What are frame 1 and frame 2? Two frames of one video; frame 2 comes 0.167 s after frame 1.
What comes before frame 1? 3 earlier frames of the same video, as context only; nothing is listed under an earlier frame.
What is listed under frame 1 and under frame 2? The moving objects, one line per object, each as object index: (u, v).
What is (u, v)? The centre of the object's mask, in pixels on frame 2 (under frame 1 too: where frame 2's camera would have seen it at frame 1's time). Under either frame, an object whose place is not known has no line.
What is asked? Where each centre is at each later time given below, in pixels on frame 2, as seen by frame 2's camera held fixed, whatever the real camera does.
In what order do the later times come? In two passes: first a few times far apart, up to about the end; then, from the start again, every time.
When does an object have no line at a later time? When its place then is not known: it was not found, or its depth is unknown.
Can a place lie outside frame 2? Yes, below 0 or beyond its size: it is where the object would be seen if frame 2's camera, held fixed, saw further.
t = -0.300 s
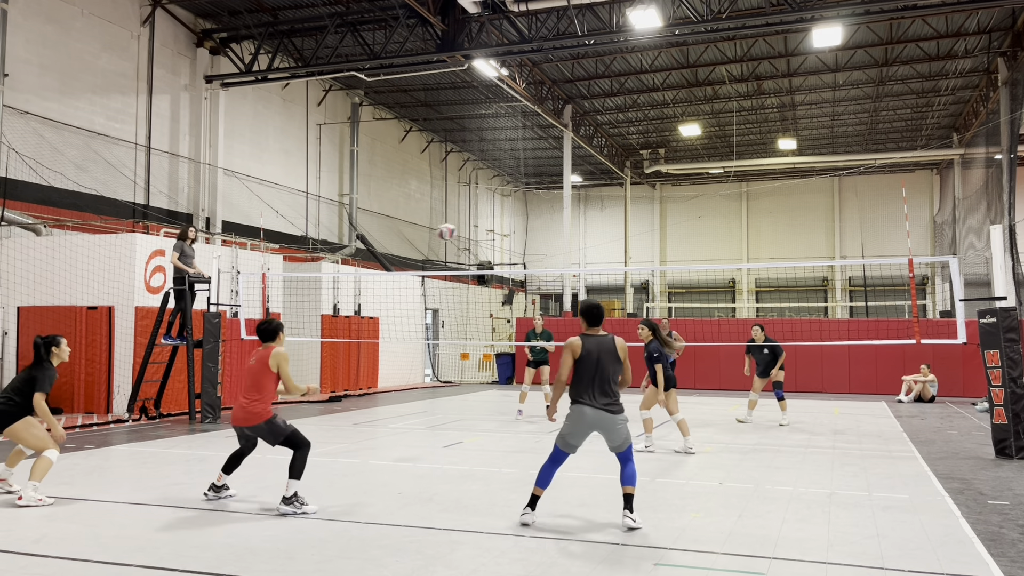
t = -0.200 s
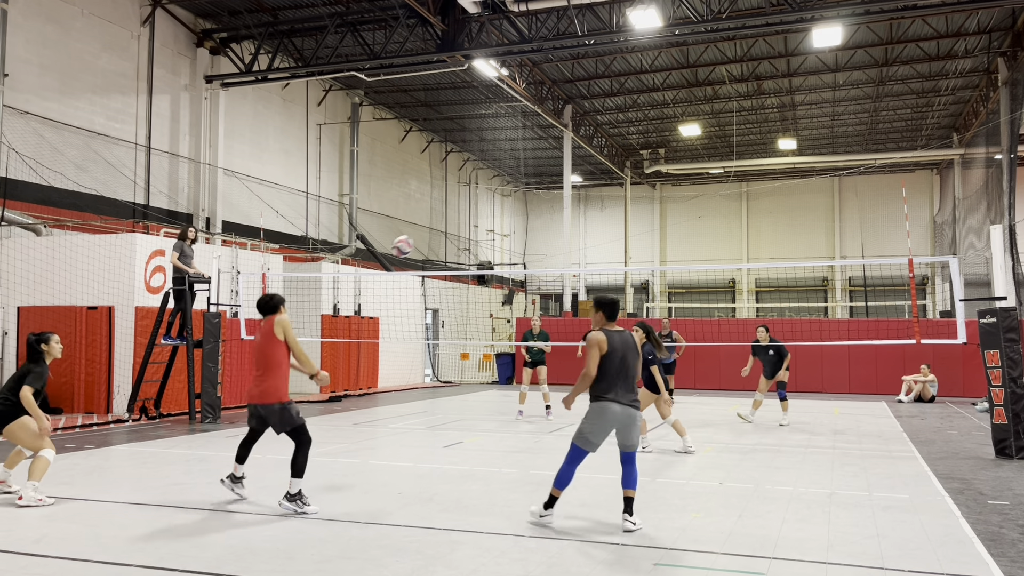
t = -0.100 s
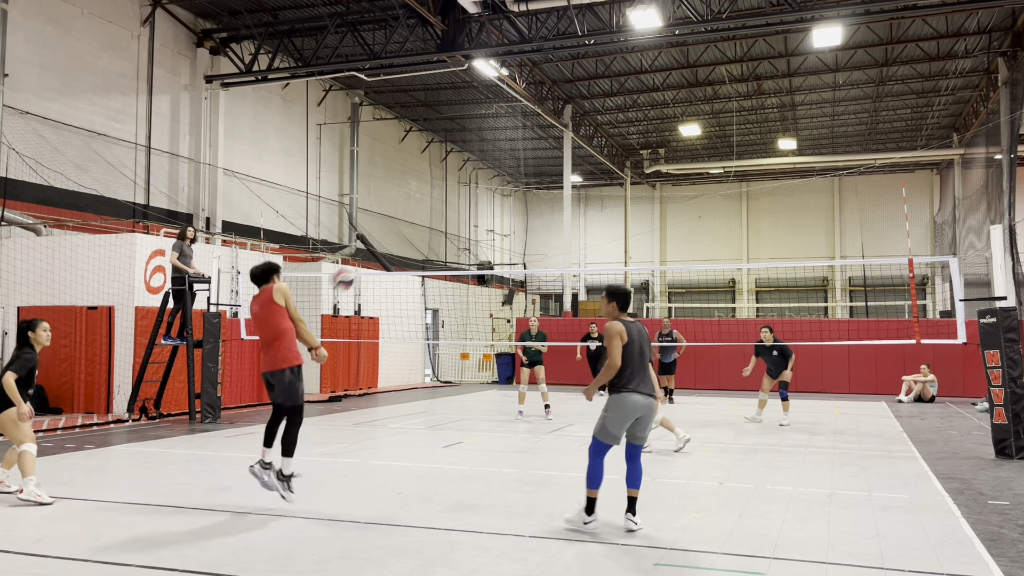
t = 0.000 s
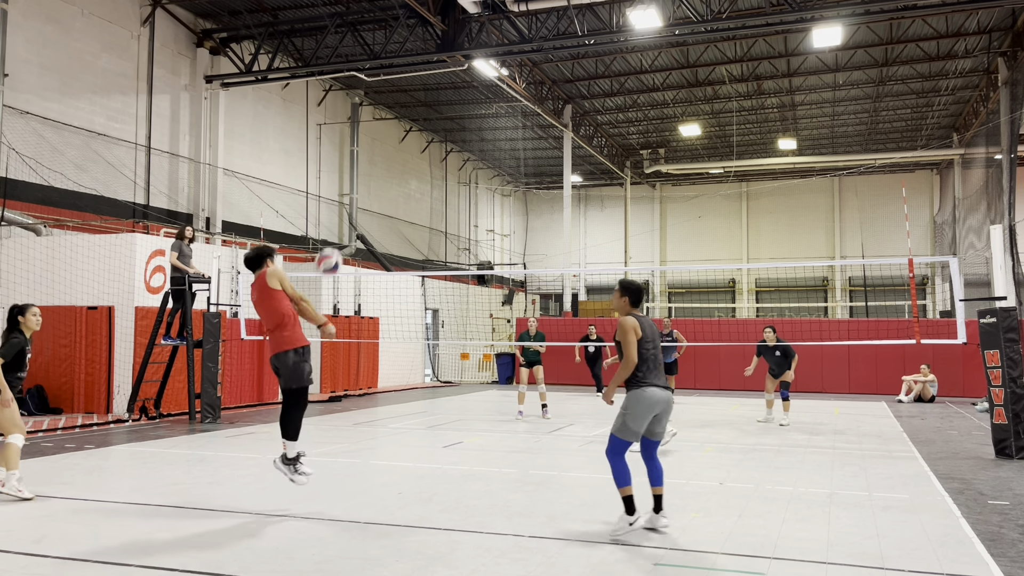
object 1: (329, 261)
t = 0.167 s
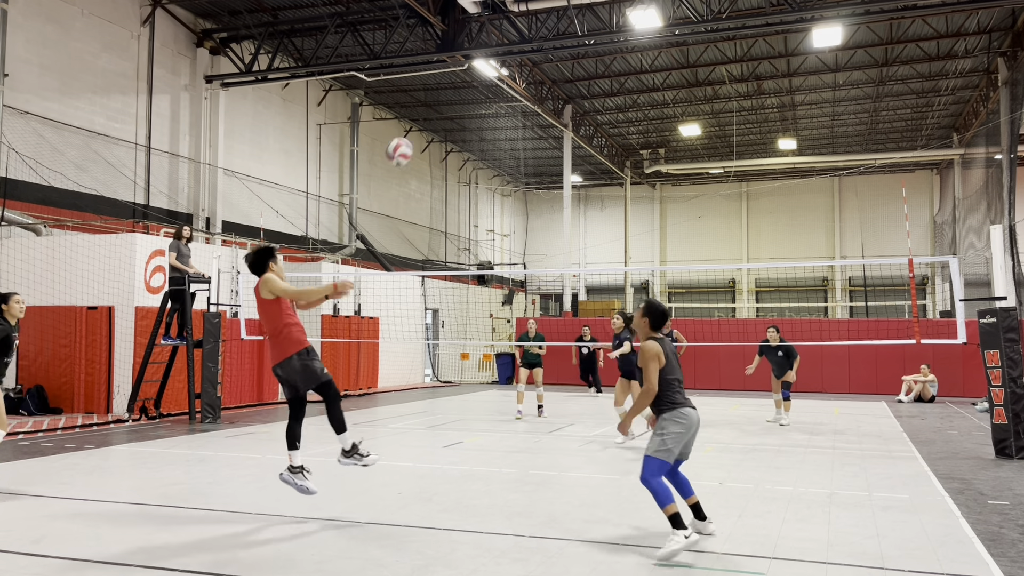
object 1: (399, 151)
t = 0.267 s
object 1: (437, 106)
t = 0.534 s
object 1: (528, 49)
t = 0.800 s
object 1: (606, 71)
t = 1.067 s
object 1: (676, 161)
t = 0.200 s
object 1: (412, 135)
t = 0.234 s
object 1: (424, 120)
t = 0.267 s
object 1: (437, 106)
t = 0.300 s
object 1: (449, 94)
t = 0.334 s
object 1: (461, 83)
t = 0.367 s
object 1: (472, 76)
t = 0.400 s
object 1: (484, 67)
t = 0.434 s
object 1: (497, 60)
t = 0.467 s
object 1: (506, 55)
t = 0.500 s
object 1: (517, 51)
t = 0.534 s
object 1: (528, 49)
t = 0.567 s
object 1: (538, 47)
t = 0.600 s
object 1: (548, 47)
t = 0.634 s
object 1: (559, 48)
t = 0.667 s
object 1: (568, 51)
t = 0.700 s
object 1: (578, 54)
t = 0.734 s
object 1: (588, 59)
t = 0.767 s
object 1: (597, 64)
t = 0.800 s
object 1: (606, 71)
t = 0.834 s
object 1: (616, 79)
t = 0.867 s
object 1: (625, 87)
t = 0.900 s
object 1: (634, 98)
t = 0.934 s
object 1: (642, 108)
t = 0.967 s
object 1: (651, 120)
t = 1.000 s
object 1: (659, 134)
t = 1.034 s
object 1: (668, 147)
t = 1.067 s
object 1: (676, 161)
